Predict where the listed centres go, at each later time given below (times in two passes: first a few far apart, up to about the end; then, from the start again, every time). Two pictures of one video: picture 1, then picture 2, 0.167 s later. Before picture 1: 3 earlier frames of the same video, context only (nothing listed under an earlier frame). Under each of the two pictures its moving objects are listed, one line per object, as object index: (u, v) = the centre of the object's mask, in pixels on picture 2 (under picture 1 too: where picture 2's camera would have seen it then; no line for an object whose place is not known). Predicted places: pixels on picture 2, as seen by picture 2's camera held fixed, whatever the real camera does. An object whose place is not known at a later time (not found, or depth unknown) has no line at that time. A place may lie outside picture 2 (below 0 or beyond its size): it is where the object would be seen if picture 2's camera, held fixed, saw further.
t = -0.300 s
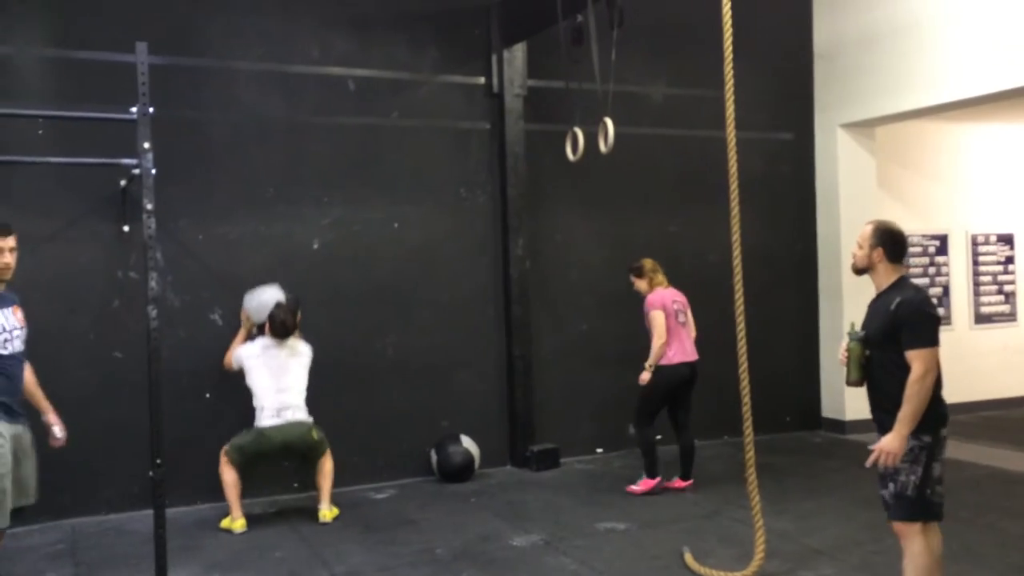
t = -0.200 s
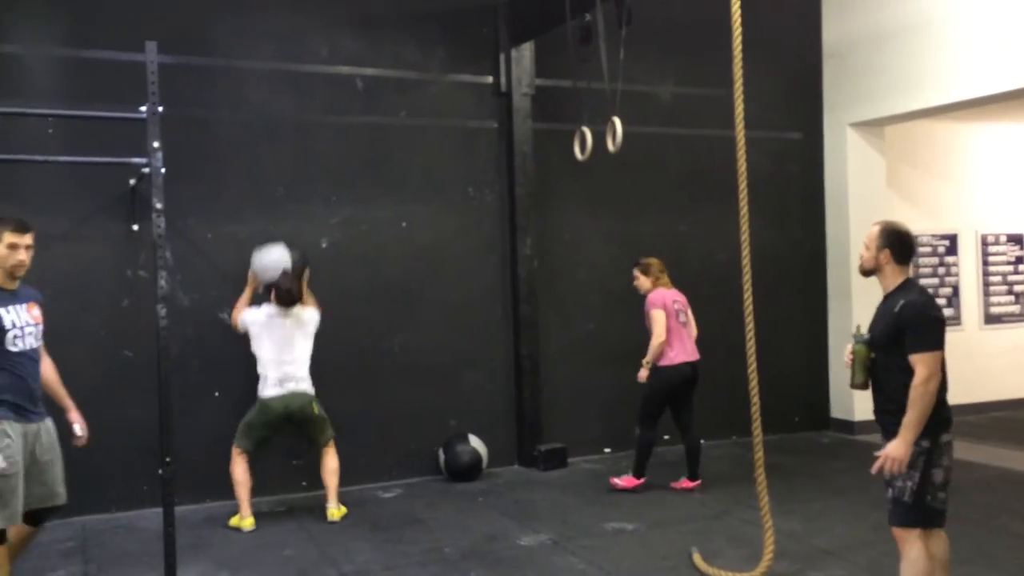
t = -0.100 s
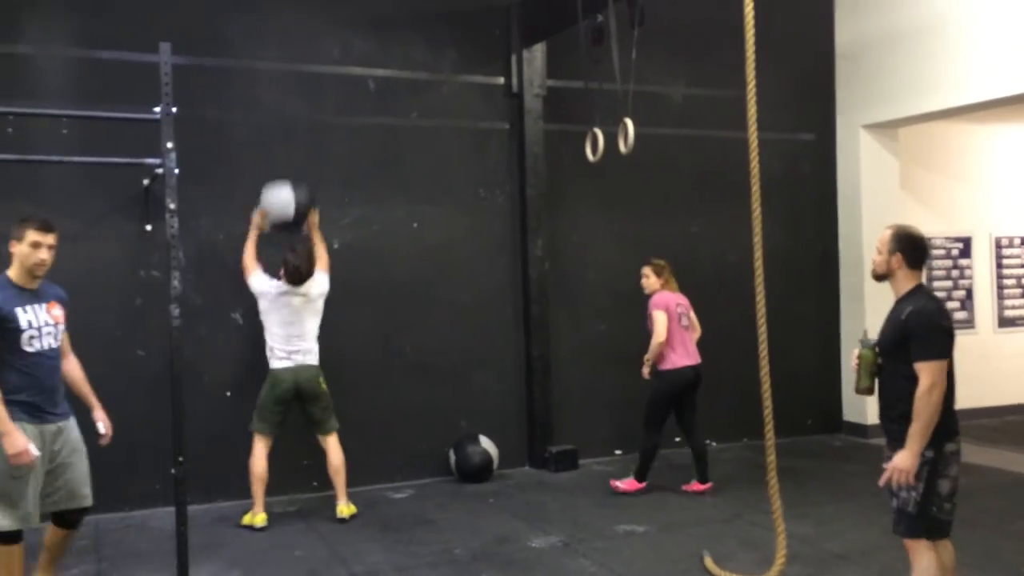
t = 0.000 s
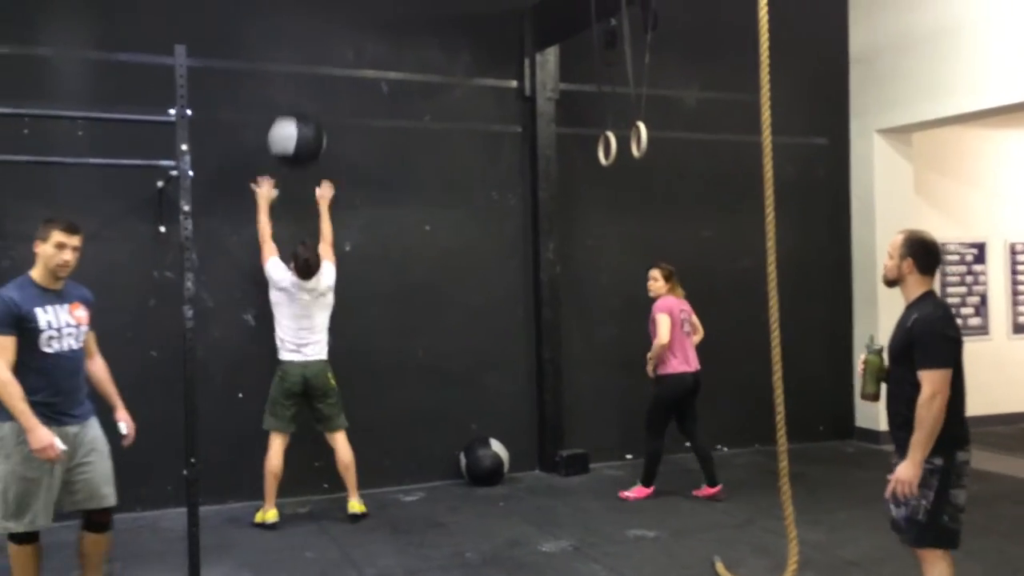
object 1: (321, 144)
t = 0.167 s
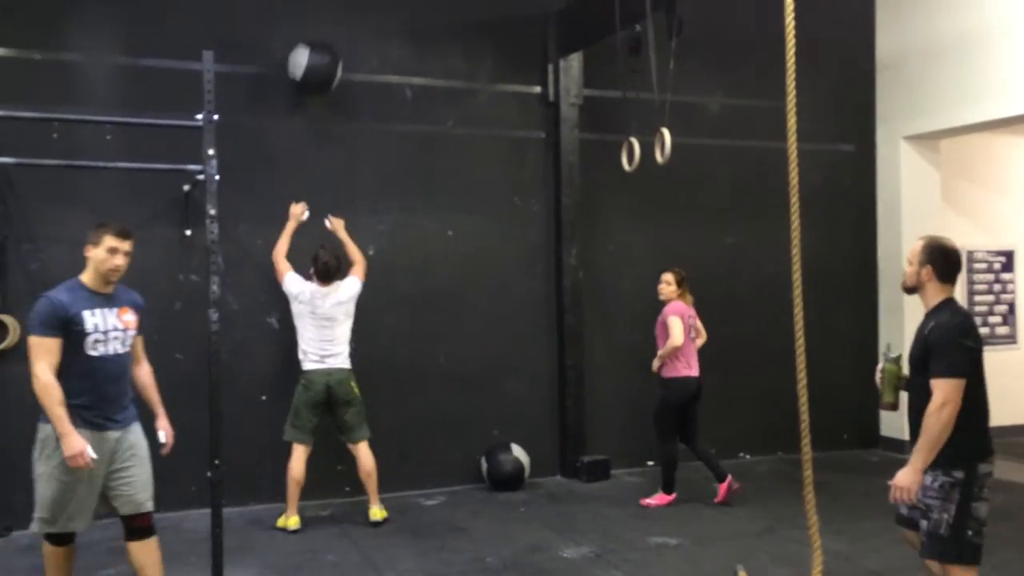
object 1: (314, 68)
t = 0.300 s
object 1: (309, 37)
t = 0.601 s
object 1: (306, 50)
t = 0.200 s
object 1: (313, 57)
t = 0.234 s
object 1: (311, 49)
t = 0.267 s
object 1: (310, 43)
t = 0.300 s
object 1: (309, 37)
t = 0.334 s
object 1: (307, 33)
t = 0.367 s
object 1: (307, 30)
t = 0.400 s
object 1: (308, 26)
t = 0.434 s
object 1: (307, 27)
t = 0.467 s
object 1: (307, 28)
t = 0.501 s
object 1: (307, 30)
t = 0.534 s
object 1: (307, 35)
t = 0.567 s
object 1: (307, 41)
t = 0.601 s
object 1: (306, 50)
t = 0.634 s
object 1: (306, 59)
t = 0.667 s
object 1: (306, 70)
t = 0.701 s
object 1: (307, 83)
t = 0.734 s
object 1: (307, 97)
